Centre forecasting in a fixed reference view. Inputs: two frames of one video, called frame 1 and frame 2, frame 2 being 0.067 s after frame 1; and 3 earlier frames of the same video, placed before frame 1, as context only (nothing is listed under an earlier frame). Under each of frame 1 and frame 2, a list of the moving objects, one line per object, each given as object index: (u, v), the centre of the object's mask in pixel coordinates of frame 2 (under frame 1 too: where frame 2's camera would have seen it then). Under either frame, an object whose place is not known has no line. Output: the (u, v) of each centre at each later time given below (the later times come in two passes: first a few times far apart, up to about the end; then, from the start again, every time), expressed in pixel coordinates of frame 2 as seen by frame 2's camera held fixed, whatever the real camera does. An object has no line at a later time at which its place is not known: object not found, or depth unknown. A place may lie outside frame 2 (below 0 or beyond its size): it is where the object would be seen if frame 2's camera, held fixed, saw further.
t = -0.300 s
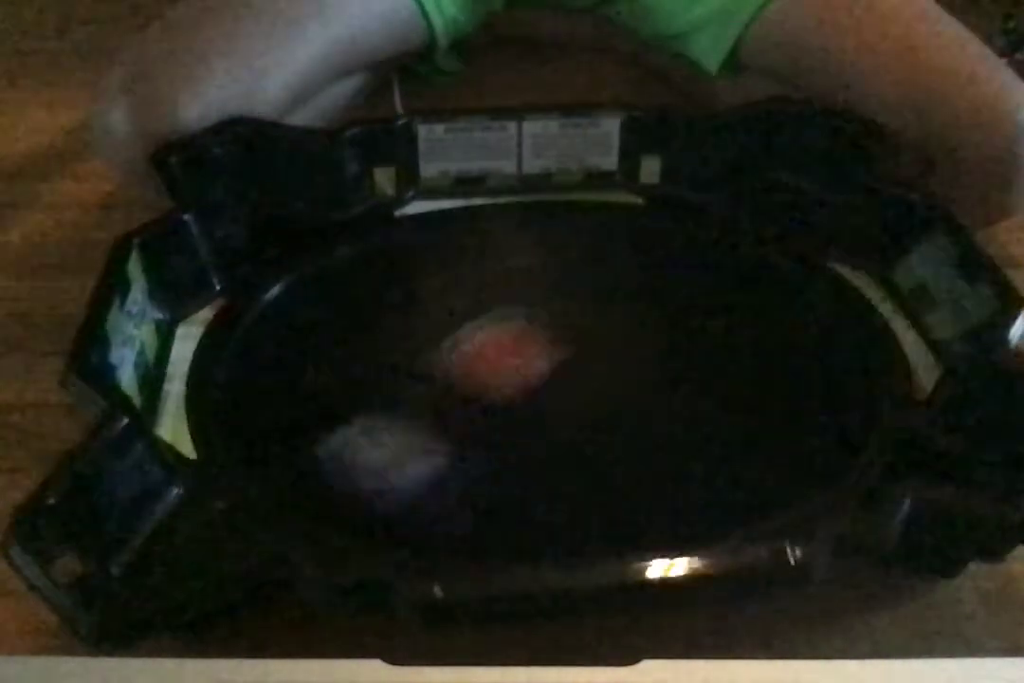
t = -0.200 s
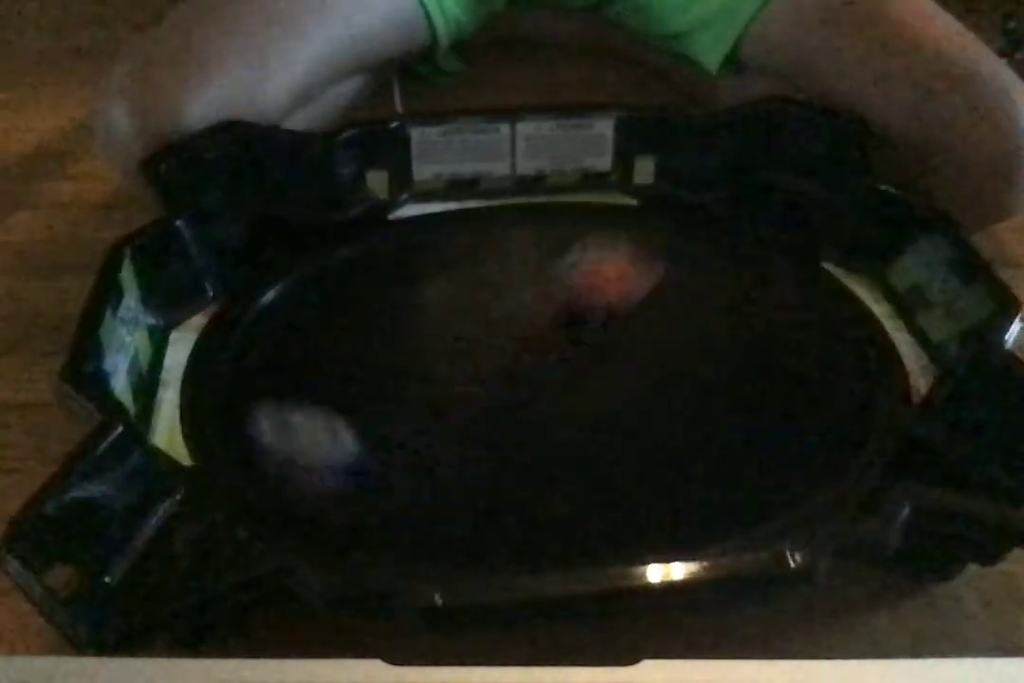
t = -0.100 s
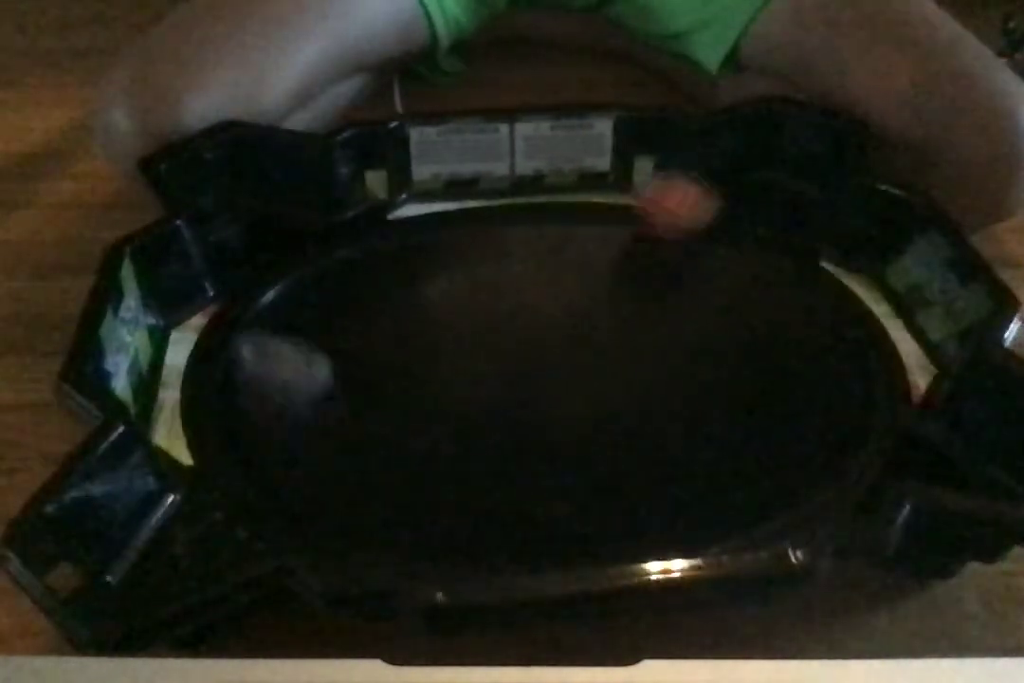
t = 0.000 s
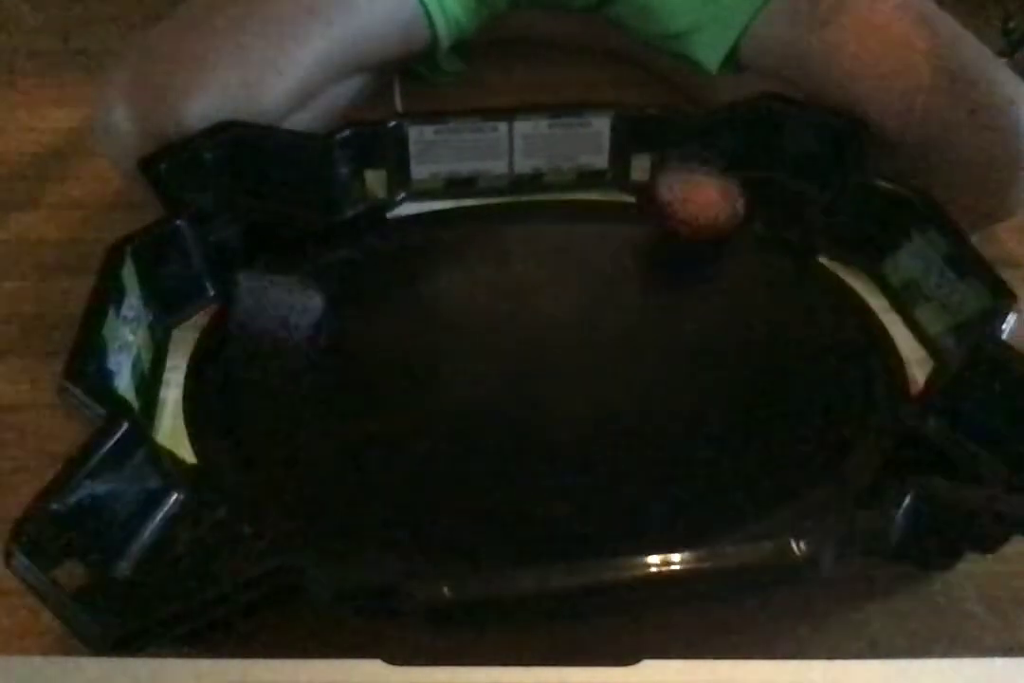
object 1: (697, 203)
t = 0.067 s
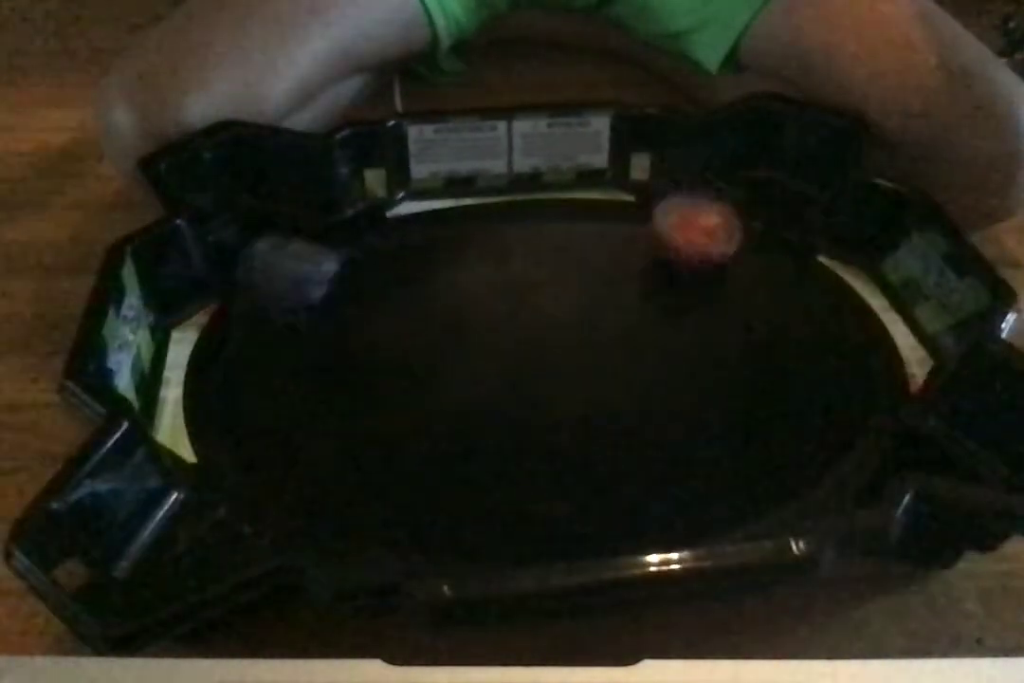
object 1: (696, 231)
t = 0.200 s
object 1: (649, 309)
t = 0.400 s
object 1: (528, 398)
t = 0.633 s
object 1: (460, 403)
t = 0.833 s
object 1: (435, 453)
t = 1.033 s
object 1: (449, 469)
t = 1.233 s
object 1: (493, 436)
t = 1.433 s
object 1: (540, 377)
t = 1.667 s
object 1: (478, 388)
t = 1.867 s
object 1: (428, 395)
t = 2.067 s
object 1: (416, 390)
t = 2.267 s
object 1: (446, 376)
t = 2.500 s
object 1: (506, 356)
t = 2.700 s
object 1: (532, 337)
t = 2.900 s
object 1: (538, 326)
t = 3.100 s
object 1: (529, 323)
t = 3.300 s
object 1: (525, 323)
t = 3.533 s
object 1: (547, 321)
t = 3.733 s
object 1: (570, 326)
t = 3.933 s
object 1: (596, 329)
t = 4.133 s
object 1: (598, 346)
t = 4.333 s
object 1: (582, 353)
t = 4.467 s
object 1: (581, 358)
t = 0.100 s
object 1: (689, 248)
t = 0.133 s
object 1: (680, 266)
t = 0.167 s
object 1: (667, 284)
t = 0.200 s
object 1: (649, 309)
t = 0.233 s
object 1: (633, 324)
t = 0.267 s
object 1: (612, 347)
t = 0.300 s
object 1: (591, 358)
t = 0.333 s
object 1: (570, 377)
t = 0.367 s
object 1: (549, 389)
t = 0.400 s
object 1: (528, 398)
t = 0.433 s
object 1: (510, 403)
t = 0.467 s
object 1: (492, 410)
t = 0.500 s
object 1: (477, 411)
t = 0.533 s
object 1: (470, 411)
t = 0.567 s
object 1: (464, 409)
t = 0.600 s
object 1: (461, 406)
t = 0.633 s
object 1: (460, 403)
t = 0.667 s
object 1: (458, 400)
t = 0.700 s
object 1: (443, 412)
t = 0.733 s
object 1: (435, 420)
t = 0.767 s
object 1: (427, 437)
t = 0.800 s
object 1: (428, 447)
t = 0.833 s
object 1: (435, 453)
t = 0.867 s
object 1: (450, 454)
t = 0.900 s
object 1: (463, 458)
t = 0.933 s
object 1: (464, 458)
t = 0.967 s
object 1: (453, 470)
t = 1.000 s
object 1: (451, 470)
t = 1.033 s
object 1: (449, 469)
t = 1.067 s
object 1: (450, 469)
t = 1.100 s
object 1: (452, 471)
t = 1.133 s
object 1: (466, 461)
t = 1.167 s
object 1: (478, 451)
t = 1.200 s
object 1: (482, 447)
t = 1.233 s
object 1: (493, 436)
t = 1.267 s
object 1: (506, 422)
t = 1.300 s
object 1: (524, 408)
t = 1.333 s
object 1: (537, 396)
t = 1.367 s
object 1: (542, 384)
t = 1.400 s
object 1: (544, 377)
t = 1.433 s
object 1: (540, 377)
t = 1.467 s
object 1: (538, 376)
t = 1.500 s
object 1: (530, 378)
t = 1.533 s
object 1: (520, 380)
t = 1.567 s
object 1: (512, 380)
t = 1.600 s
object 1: (501, 379)
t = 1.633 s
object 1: (492, 380)
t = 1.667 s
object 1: (478, 388)
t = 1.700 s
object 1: (467, 389)
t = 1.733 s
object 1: (459, 391)
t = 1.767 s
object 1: (452, 389)
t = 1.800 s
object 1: (443, 394)
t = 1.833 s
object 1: (435, 394)
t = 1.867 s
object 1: (428, 395)
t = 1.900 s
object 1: (425, 396)
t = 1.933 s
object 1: (421, 395)
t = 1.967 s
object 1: (419, 395)
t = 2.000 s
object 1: (418, 395)
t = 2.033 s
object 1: (417, 391)
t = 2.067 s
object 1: (416, 390)
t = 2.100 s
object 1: (416, 389)
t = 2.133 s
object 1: (417, 388)
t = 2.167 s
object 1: (424, 384)
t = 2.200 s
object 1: (431, 383)
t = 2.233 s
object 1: (438, 381)
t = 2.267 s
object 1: (446, 376)
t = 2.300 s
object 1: (453, 374)
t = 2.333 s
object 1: (462, 370)
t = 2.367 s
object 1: (471, 368)
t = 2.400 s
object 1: (482, 362)
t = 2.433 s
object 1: (488, 361)
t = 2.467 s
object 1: (497, 359)
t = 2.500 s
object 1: (506, 356)
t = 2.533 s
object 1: (513, 353)
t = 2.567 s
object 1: (518, 350)
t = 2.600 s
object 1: (524, 346)
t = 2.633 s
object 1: (528, 344)
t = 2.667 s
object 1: (531, 339)
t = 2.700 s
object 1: (532, 337)
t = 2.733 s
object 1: (534, 335)
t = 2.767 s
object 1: (535, 332)
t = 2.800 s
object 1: (537, 329)
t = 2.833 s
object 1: (537, 328)
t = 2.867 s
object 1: (538, 327)
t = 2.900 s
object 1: (538, 326)
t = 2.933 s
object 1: (538, 326)
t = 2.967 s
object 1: (538, 326)
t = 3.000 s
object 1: (537, 325)
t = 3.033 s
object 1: (533, 324)
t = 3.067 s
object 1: (532, 324)
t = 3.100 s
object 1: (529, 323)
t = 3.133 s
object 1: (526, 323)
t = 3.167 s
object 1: (524, 323)
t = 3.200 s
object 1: (524, 323)
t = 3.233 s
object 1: (524, 323)
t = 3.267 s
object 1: (525, 323)
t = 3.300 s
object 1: (525, 323)
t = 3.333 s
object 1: (525, 323)
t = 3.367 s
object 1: (527, 322)
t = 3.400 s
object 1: (531, 323)
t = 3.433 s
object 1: (534, 322)
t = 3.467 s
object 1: (538, 321)
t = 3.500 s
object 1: (542, 320)
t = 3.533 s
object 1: (547, 321)
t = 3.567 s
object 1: (551, 322)
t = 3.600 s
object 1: (554, 323)
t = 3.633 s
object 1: (558, 325)
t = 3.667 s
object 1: (562, 324)
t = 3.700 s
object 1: (567, 326)
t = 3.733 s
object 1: (570, 326)
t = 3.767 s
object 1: (573, 325)
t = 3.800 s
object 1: (578, 326)
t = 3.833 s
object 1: (585, 326)
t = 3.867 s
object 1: (589, 327)
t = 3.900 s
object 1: (592, 328)
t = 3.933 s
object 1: (596, 329)
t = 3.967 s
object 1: (601, 331)
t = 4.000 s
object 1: (602, 334)
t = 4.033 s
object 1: (603, 337)
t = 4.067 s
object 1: (602, 341)
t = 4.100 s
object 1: (601, 343)
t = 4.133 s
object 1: (598, 346)
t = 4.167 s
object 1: (595, 347)
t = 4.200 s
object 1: (592, 350)
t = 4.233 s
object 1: (591, 350)
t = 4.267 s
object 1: (589, 351)
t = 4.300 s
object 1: (585, 352)
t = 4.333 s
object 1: (582, 353)
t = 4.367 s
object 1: (581, 354)
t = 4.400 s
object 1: (580, 356)
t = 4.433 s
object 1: (581, 357)
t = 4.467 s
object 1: (581, 358)
